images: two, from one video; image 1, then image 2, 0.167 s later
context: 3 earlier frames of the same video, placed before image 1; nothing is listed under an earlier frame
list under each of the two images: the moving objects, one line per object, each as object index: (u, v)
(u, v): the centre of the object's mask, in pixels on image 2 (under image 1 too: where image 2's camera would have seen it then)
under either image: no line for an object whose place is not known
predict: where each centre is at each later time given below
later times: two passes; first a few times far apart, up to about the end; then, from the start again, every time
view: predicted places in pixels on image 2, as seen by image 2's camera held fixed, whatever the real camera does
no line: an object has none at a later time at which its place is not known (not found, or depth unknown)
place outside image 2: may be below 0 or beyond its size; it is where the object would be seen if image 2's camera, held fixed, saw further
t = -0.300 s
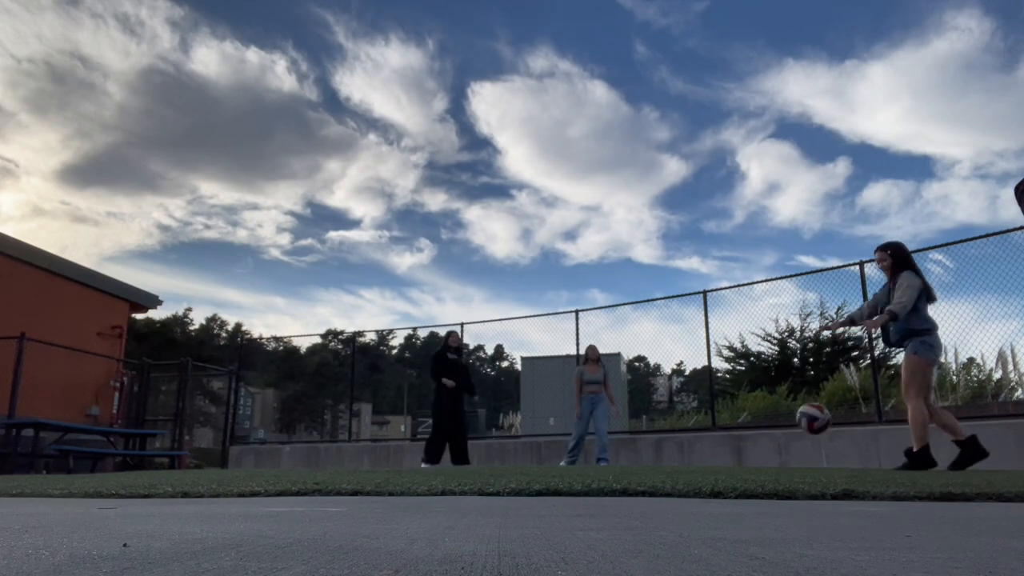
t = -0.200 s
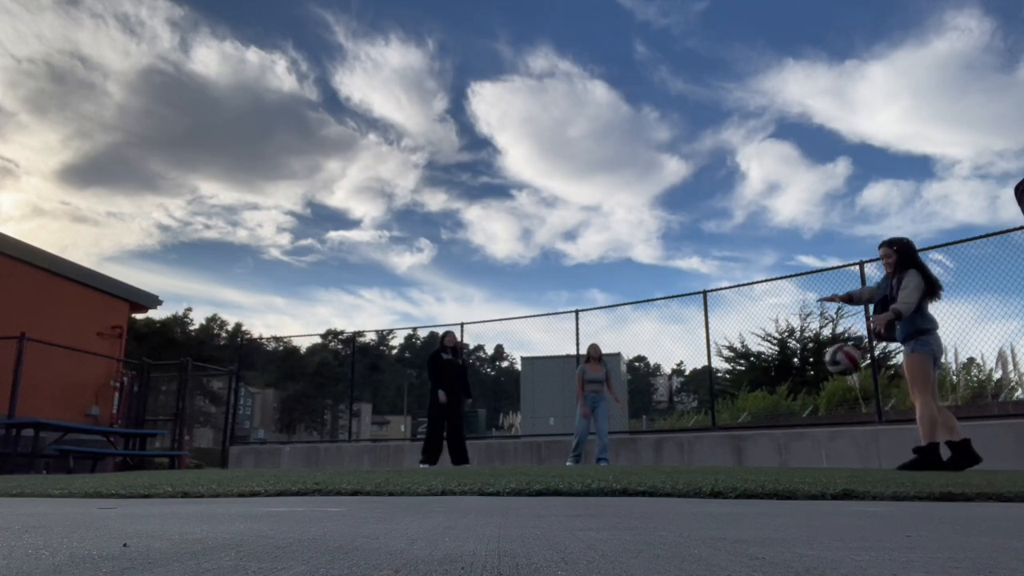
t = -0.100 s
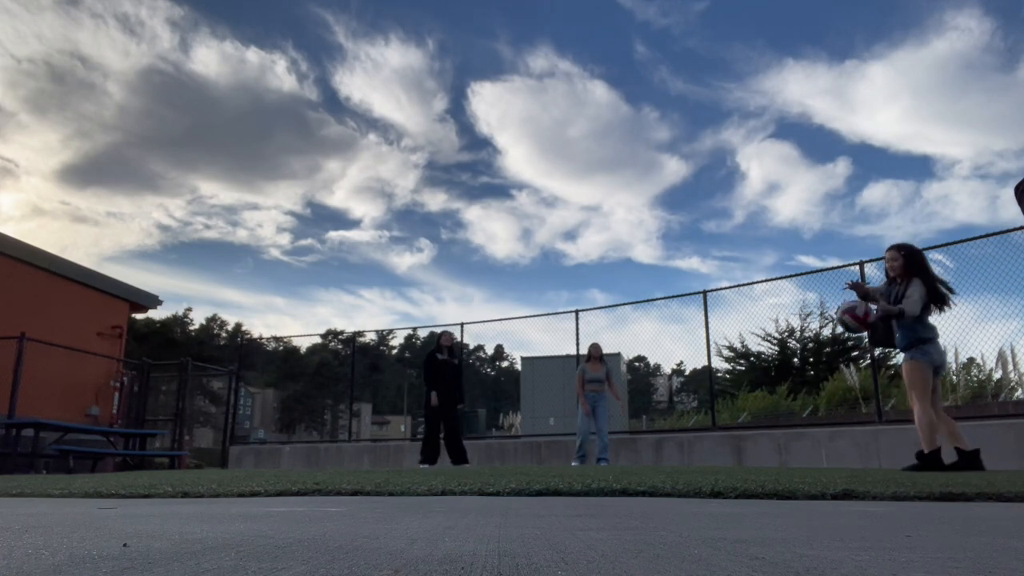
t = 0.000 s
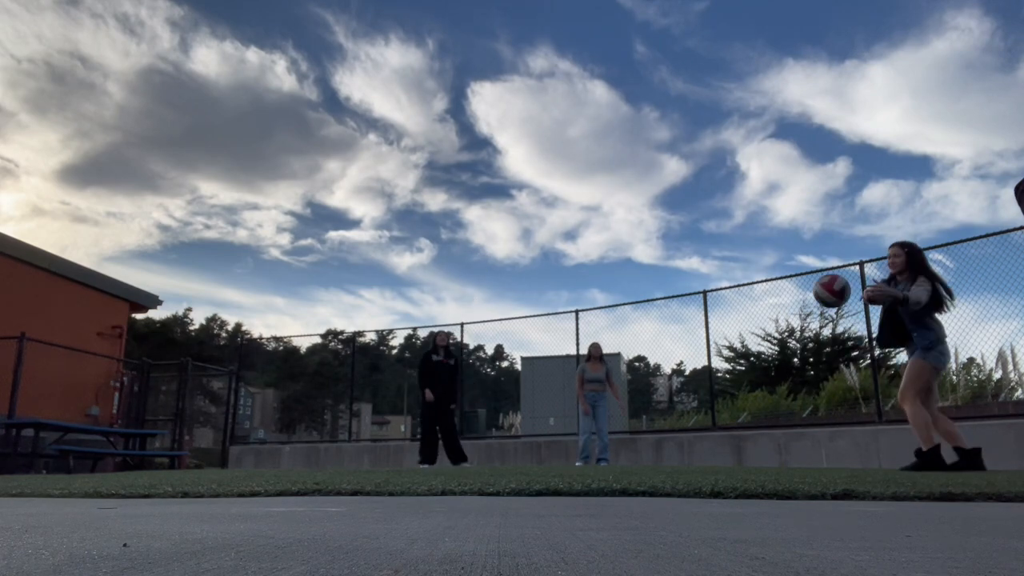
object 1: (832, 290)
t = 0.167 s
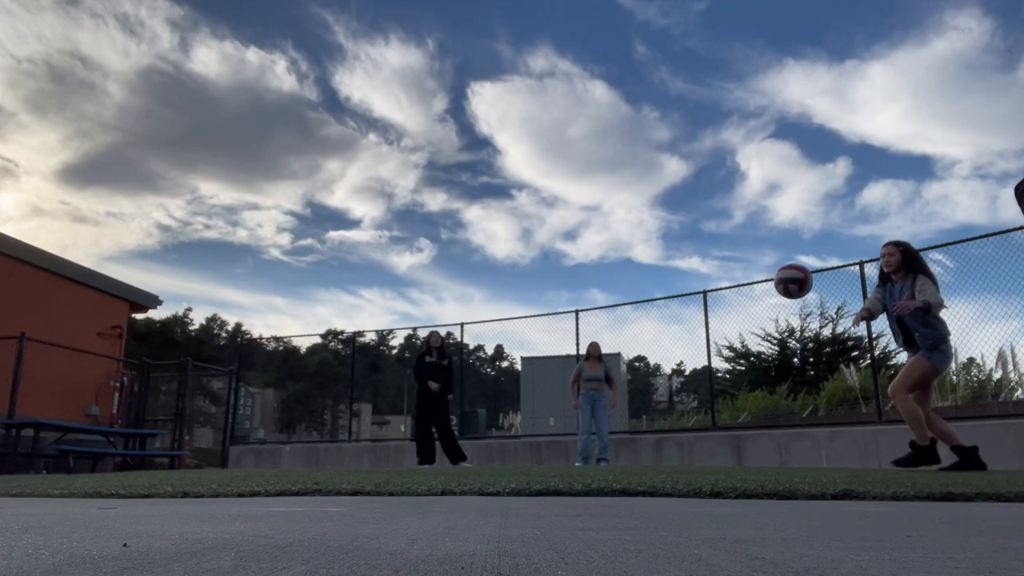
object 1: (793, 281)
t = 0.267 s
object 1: (770, 297)
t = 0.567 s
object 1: (704, 454)
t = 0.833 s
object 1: (669, 360)
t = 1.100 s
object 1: (637, 411)
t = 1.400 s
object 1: (581, 400)
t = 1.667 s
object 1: (516, 427)
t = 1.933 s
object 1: (431, 435)
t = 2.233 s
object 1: (287, 439)
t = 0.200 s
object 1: (785, 284)
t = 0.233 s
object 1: (778, 289)
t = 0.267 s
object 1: (770, 297)
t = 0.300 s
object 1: (763, 306)
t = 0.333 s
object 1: (756, 317)
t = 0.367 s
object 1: (748, 331)
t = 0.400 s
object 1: (740, 347)
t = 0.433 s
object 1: (735, 364)
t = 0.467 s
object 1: (726, 387)
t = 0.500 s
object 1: (719, 411)
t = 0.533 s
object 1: (710, 438)
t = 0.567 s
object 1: (704, 454)
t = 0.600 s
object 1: (699, 435)
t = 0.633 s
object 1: (695, 418)
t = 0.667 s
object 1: (690, 403)
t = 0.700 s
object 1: (686, 391)
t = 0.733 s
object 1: (681, 380)
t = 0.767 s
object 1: (677, 371)
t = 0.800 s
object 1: (673, 364)
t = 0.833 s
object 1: (669, 360)
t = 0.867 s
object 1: (666, 357)
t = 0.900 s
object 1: (662, 357)
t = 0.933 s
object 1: (658, 358)
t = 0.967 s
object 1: (653, 364)
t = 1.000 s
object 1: (649, 371)
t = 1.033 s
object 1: (646, 382)
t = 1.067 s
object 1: (642, 395)
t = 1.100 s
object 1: (637, 411)
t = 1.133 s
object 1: (633, 432)
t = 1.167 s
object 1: (629, 454)
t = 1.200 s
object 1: (623, 442)
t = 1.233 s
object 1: (616, 428)
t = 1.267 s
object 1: (609, 417)
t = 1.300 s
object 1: (602, 408)
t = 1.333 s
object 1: (595, 402)
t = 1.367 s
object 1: (589, 399)
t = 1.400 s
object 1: (581, 400)
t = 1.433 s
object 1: (574, 403)
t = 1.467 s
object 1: (566, 409)
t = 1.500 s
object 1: (559, 420)
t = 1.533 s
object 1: (550, 434)
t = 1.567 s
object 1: (543, 450)
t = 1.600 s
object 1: (534, 445)
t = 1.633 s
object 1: (525, 434)
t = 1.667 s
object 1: (516, 427)
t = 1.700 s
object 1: (506, 423)
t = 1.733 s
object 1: (497, 423)
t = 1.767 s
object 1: (487, 426)
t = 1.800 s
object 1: (476, 434)
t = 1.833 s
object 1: (465, 445)
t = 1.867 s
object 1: (453, 444)
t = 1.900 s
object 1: (442, 438)
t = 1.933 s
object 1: (431, 435)
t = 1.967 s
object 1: (418, 437)
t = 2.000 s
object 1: (404, 442)
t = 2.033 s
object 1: (390, 442)
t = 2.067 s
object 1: (374, 440)
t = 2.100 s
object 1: (358, 441)
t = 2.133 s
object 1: (342, 441)
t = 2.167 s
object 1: (324, 439)
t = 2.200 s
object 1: (306, 439)
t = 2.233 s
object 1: (287, 439)
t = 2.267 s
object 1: (268, 439)
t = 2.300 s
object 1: (247, 443)
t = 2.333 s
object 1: (226, 439)
